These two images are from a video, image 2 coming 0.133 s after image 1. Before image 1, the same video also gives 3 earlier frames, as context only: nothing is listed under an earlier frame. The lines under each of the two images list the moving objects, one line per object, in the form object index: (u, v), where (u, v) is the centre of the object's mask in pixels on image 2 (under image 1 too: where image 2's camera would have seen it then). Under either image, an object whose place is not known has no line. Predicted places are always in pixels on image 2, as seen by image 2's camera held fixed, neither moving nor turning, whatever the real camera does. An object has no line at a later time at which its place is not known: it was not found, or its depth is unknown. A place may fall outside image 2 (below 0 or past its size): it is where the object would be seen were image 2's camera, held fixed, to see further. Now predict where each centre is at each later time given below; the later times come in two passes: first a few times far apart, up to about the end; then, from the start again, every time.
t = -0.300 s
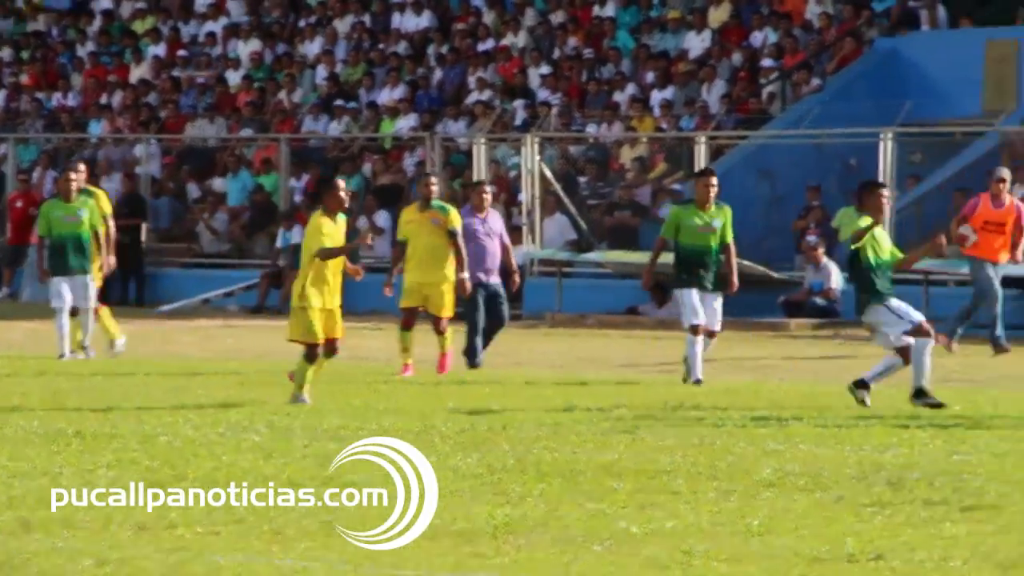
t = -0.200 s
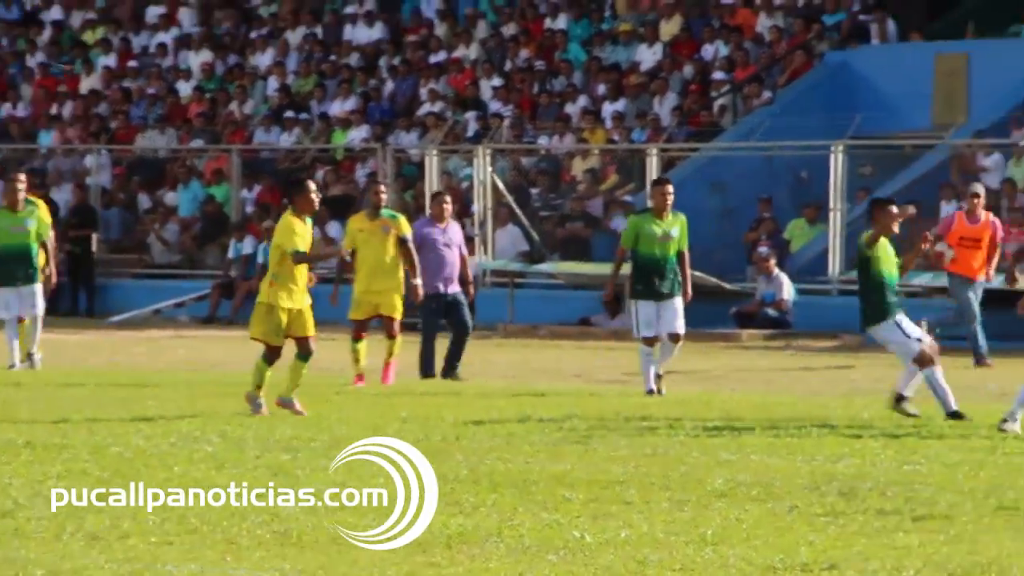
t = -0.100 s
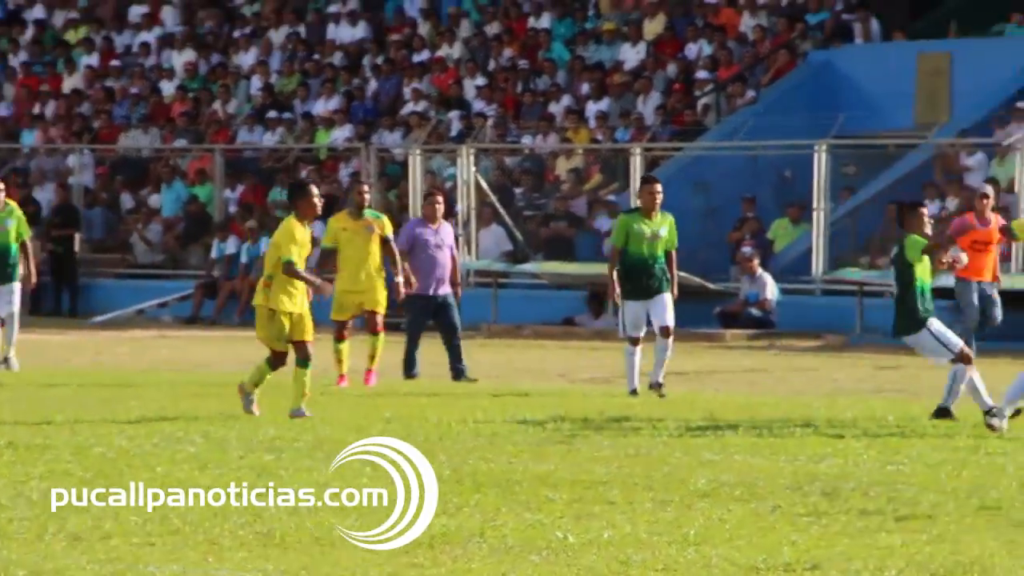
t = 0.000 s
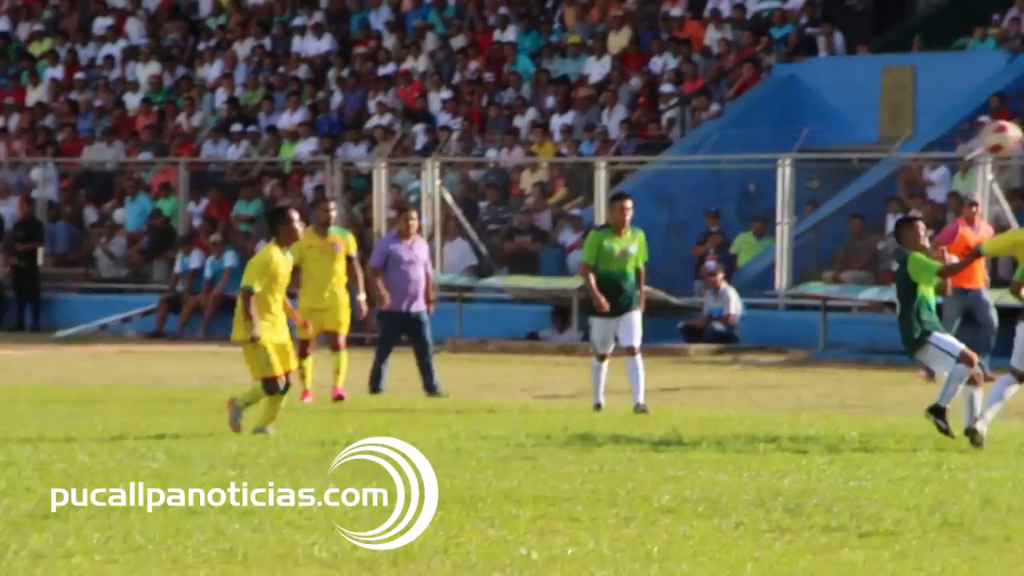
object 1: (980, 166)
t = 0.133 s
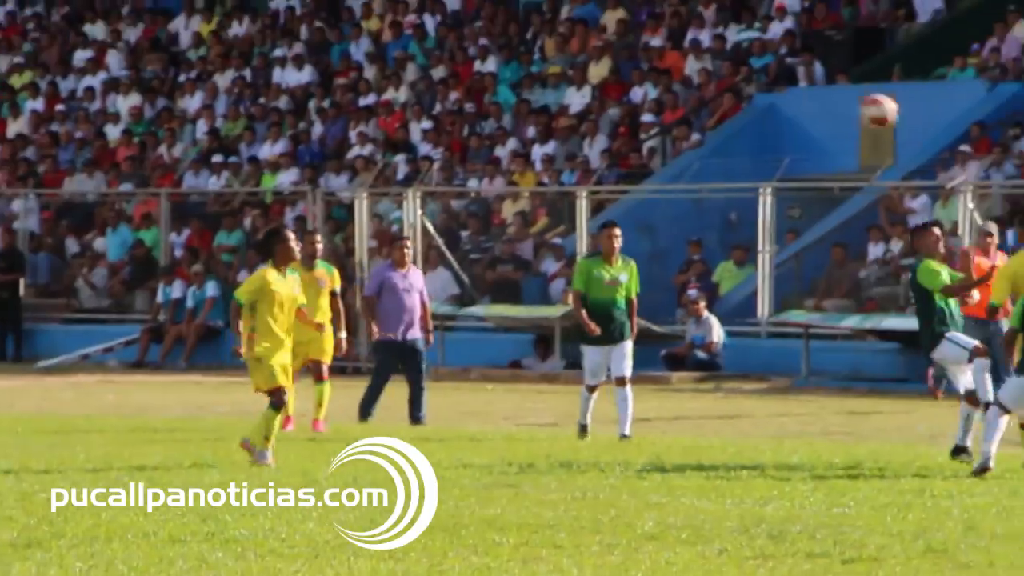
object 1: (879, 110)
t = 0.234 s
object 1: (802, 87)
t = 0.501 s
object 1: (592, 101)
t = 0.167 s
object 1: (853, 100)
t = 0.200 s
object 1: (828, 94)
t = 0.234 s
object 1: (802, 87)
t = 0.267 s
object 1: (775, 82)
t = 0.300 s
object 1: (749, 80)
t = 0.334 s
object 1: (723, 80)
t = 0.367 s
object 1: (697, 79)
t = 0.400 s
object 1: (671, 83)
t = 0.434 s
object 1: (643, 87)
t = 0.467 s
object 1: (617, 93)
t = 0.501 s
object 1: (592, 101)
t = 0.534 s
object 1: (565, 110)
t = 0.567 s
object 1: (537, 123)
